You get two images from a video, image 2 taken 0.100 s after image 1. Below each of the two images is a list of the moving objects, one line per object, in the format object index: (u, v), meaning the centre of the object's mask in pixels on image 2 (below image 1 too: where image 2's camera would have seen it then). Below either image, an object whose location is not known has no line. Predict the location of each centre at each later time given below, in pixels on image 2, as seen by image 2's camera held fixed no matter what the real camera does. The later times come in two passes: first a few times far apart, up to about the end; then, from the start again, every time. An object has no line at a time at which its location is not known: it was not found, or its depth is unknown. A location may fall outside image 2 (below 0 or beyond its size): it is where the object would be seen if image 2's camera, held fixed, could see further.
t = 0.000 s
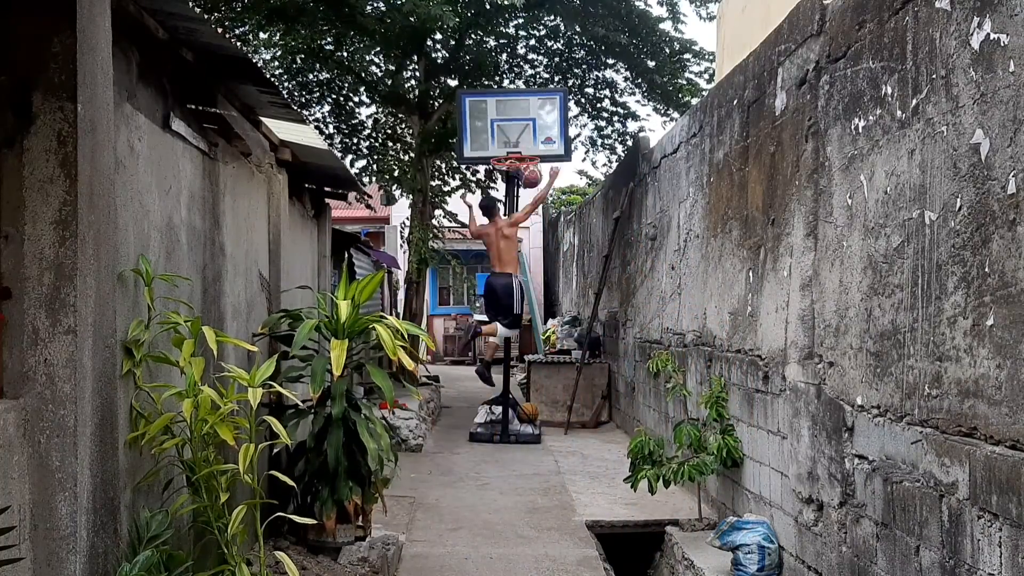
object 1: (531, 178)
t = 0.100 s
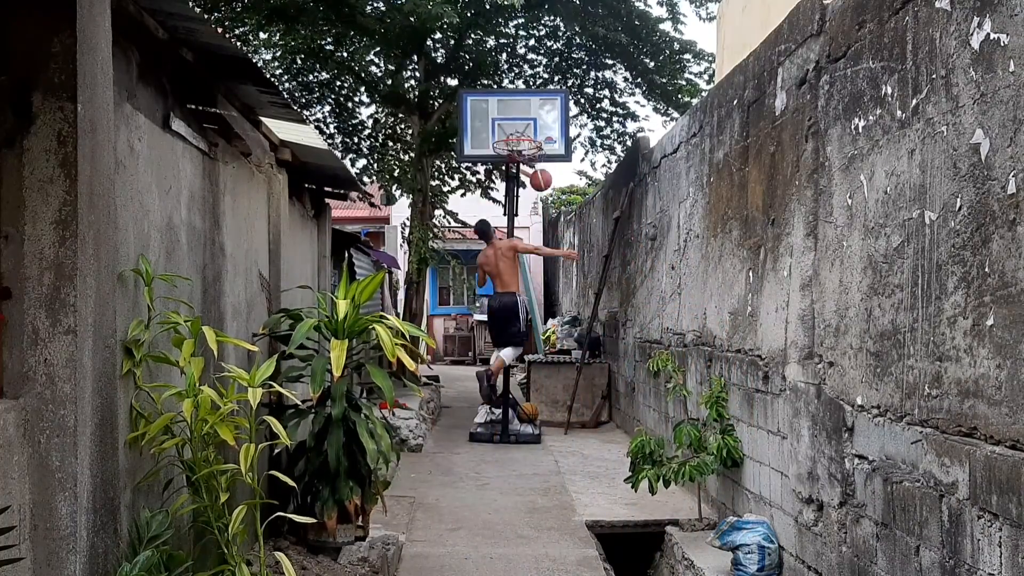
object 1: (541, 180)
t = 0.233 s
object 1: (554, 200)
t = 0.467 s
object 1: (579, 270)
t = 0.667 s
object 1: (600, 367)
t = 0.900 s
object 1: (615, 373)
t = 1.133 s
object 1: (622, 296)
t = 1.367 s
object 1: (632, 265)
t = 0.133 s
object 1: (544, 183)
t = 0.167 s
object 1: (548, 188)
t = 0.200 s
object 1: (551, 193)
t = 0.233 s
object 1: (554, 200)
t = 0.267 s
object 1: (558, 205)
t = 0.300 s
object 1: (561, 214)
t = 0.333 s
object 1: (565, 224)
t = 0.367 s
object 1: (569, 234)
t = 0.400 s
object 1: (572, 245)
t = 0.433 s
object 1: (575, 257)
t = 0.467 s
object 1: (579, 270)
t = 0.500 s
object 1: (582, 284)
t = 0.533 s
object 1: (586, 299)
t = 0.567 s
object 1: (590, 314)
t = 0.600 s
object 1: (594, 331)
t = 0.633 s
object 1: (596, 348)
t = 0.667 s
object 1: (600, 367)
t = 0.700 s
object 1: (604, 385)
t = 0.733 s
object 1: (607, 406)
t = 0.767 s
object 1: (611, 428)
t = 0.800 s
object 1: (613, 420)
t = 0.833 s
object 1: (613, 404)
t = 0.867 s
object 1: (614, 389)
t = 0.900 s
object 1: (615, 373)
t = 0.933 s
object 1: (615, 360)
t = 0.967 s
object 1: (617, 347)
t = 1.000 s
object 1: (618, 335)
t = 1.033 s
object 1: (619, 324)
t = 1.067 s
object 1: (620, 314)
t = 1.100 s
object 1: (621, 304)
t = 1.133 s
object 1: (622, 296)
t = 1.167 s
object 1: (624, 288)
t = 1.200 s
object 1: (625, 282)
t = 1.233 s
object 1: (627, 277)
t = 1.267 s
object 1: (627, 272)
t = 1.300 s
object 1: (629, 269)
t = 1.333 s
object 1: (630, 267)
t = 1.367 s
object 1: (632, 265)
